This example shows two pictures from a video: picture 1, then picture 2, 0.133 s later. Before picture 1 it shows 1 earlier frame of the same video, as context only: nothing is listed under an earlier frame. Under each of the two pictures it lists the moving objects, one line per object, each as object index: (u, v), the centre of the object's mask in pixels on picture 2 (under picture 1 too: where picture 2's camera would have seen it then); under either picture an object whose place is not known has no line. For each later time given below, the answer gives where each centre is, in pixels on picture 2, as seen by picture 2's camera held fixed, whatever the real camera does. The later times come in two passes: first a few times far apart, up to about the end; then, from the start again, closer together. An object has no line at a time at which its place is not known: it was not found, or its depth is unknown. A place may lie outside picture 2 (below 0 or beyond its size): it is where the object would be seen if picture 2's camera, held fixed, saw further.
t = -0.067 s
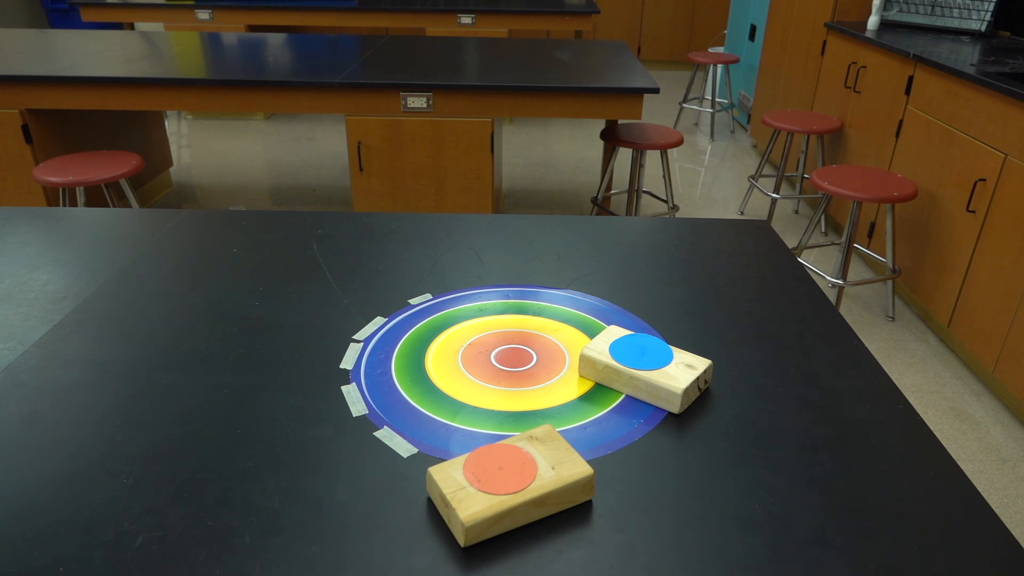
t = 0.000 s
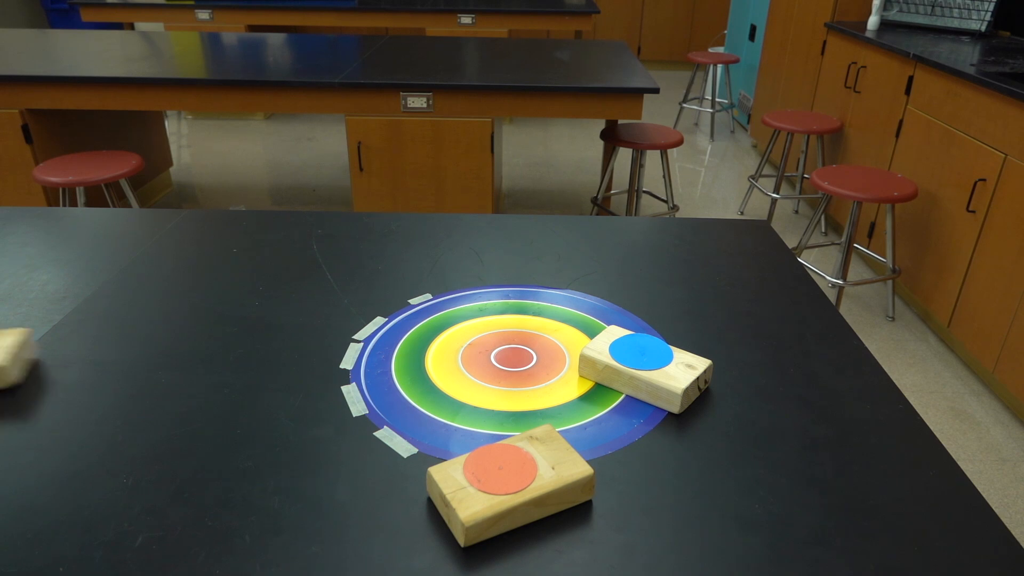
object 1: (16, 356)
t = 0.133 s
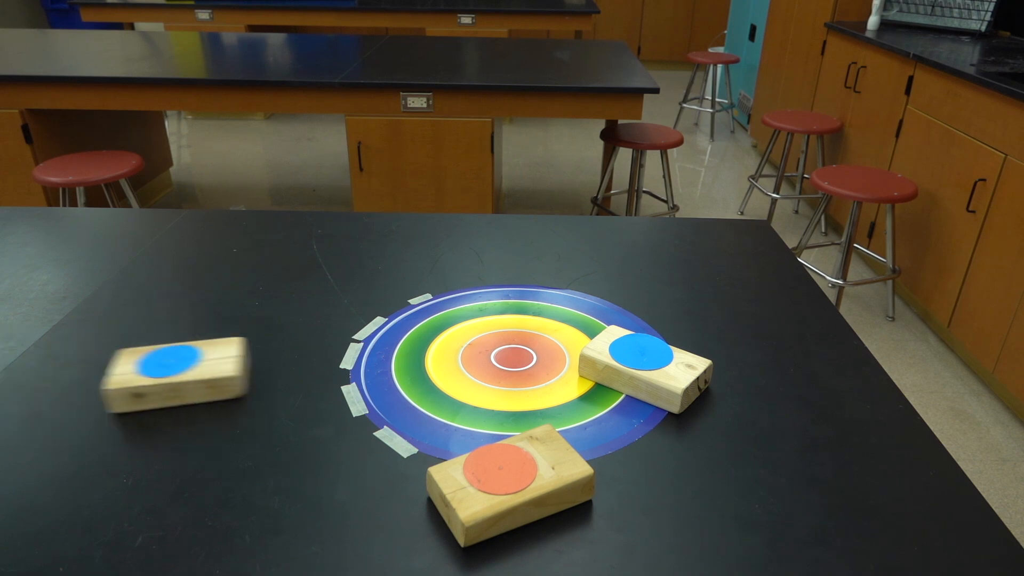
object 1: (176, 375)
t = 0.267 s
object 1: (348, 380)
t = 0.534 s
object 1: (526, 387)
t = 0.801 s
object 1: (529, 388)
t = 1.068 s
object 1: (529, 388)
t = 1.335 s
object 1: (529, 388)
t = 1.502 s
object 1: (529, 388)
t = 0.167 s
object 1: (225, 377)
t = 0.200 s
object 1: (271, 378)
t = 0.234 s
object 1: (311, 379)
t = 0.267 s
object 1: (348, 380)
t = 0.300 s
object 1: (381, 382)
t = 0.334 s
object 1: (413, 383)
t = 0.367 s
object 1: (441, 383)
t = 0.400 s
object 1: (465, 384)
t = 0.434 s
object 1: (485, 385)
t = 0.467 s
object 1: (503, 385)
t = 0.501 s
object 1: (517, 386)
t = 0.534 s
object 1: (526, 387)
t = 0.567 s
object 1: (528, 387)
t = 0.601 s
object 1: (529, 388)
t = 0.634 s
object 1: (529, 388)
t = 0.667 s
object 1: (529, 388)
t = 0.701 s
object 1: (529, 388)
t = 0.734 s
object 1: (529, 388)
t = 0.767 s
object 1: (529, 388)
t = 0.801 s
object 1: (529, 388)
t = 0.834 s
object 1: (529, 388)
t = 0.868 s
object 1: (529, 388)
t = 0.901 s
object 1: (529, 388)
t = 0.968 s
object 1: (529, 388)
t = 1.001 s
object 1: (529, 388)
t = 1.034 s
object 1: (529, 388)
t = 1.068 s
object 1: (529, 388)
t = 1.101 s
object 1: (529, 388)
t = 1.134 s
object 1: (529, 388)
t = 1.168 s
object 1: (529, 388)
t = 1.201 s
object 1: (529, 388)
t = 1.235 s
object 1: (529, 388)
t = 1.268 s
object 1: (529, 388)
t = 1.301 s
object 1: (529, 388)
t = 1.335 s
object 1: (529, 388)
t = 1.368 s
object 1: (529, 388)
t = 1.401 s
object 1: (529, 388)
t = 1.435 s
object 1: (529, 388)
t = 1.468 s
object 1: (529, 388)
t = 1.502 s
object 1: (529, 388)
